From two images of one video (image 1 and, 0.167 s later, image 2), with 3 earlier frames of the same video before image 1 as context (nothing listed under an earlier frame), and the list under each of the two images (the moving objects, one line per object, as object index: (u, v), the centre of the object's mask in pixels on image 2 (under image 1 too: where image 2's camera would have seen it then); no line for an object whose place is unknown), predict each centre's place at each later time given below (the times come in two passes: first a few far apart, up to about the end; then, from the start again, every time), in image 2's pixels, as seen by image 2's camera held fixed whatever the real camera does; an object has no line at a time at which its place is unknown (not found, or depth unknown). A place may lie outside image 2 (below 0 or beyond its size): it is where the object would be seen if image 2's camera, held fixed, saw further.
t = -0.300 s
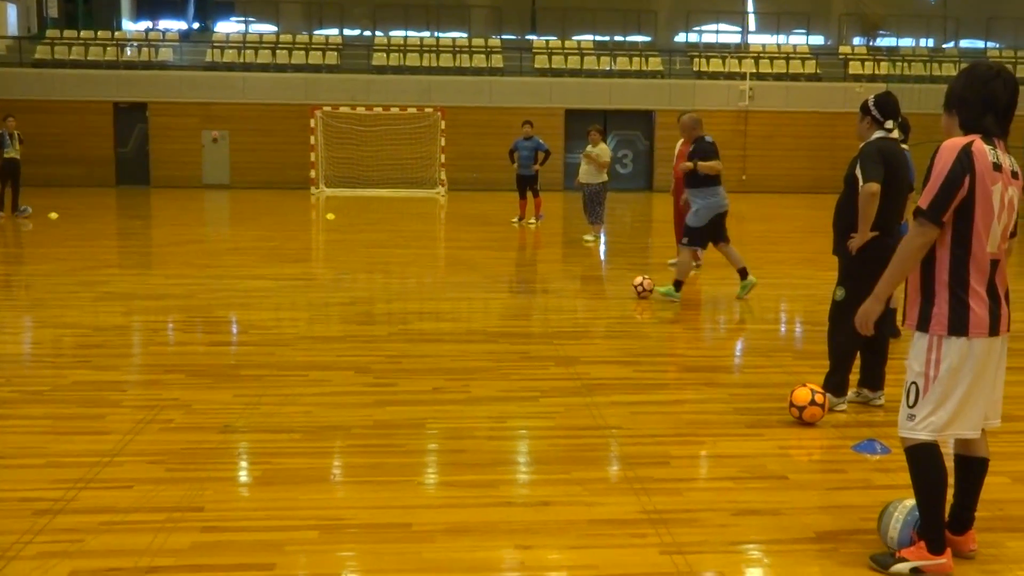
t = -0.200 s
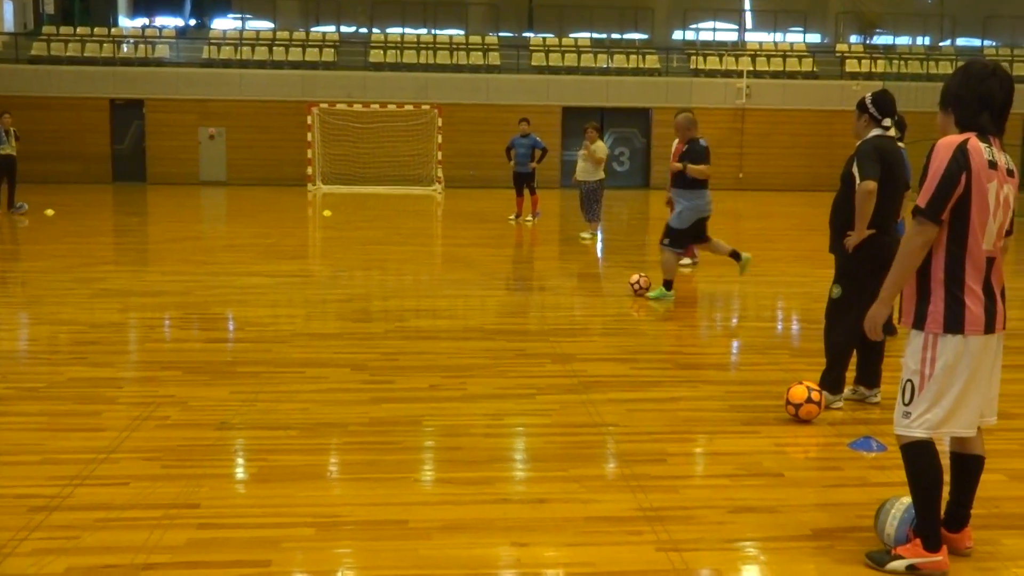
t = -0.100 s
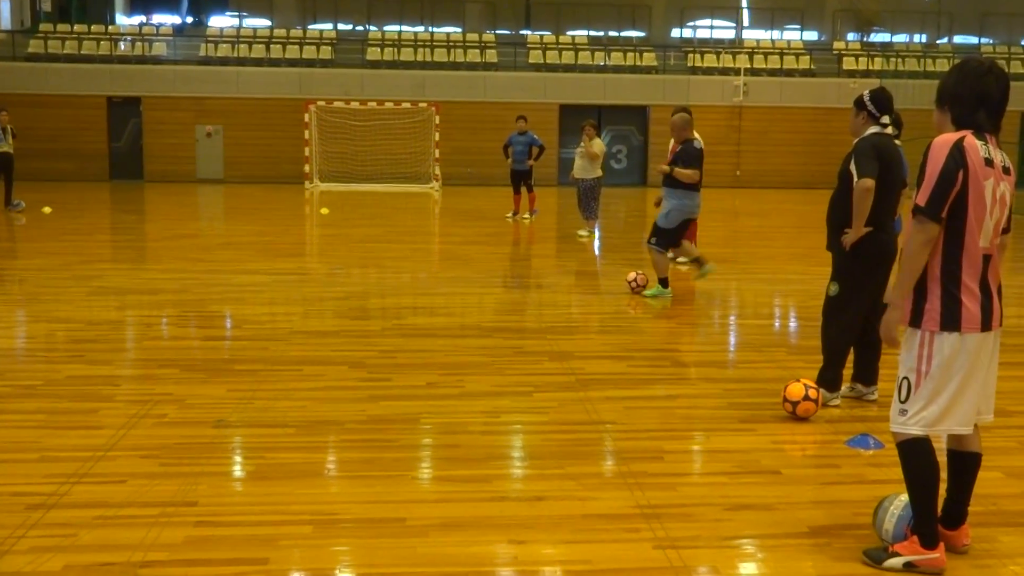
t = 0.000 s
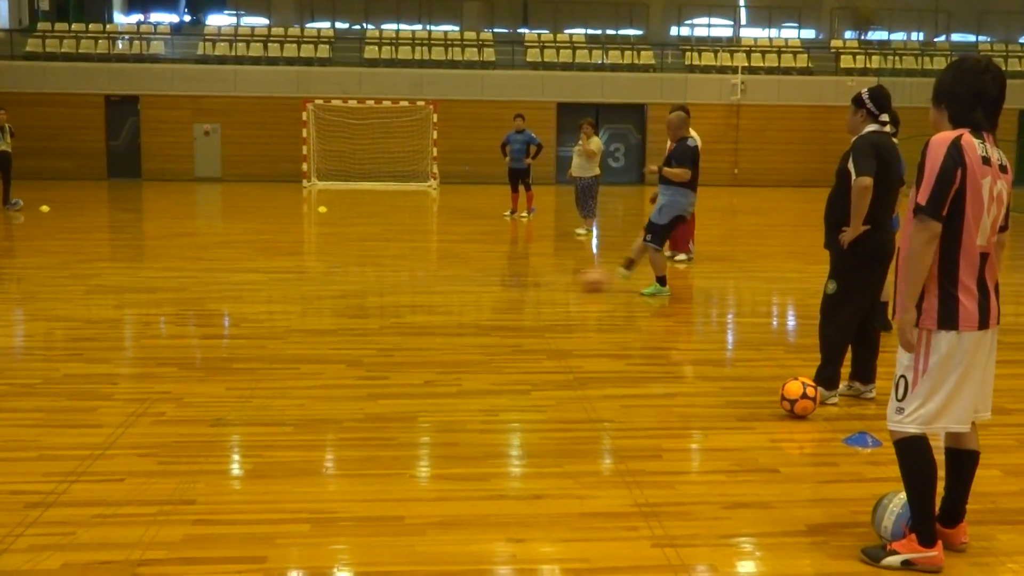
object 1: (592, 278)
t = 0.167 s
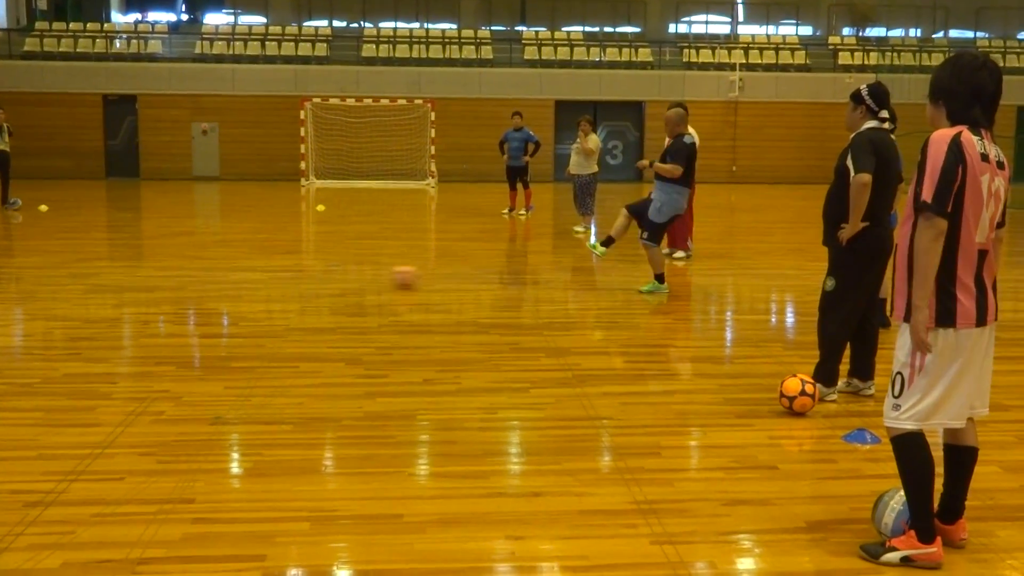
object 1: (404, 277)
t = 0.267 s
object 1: (296, 278)
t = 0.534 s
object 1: (32, 277)
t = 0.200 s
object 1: (368, 278)
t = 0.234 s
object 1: (334, 278)
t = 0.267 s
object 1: (296, 278)
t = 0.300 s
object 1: (262, 279)
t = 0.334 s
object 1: (228, 278)
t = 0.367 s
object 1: (196, 278)
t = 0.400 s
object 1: (162, 278)
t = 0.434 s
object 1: (128, 278)
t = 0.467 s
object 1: (96, 278)
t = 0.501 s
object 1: (64, 278)
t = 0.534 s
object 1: (32, 277)
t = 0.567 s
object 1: (4, 277)
